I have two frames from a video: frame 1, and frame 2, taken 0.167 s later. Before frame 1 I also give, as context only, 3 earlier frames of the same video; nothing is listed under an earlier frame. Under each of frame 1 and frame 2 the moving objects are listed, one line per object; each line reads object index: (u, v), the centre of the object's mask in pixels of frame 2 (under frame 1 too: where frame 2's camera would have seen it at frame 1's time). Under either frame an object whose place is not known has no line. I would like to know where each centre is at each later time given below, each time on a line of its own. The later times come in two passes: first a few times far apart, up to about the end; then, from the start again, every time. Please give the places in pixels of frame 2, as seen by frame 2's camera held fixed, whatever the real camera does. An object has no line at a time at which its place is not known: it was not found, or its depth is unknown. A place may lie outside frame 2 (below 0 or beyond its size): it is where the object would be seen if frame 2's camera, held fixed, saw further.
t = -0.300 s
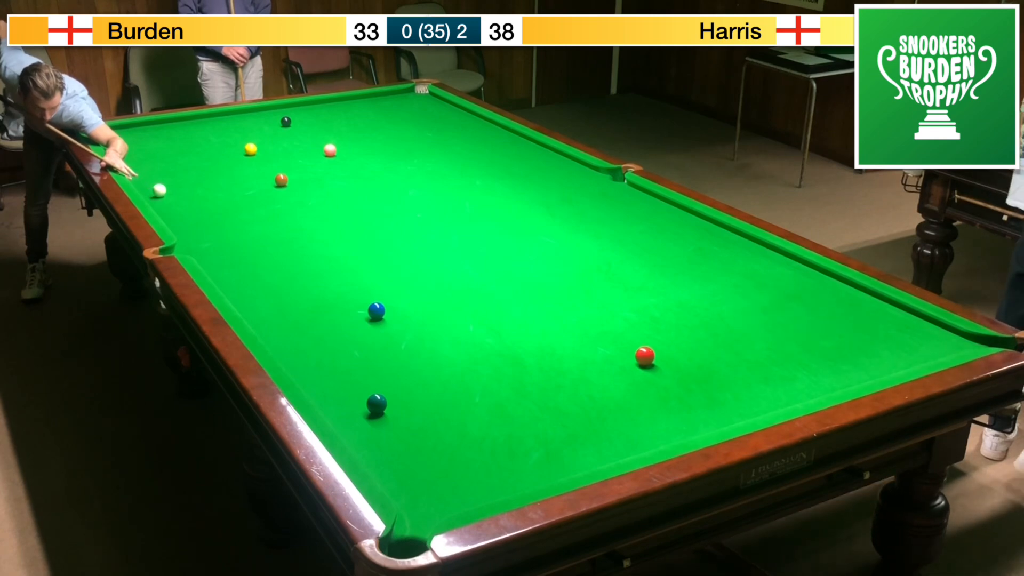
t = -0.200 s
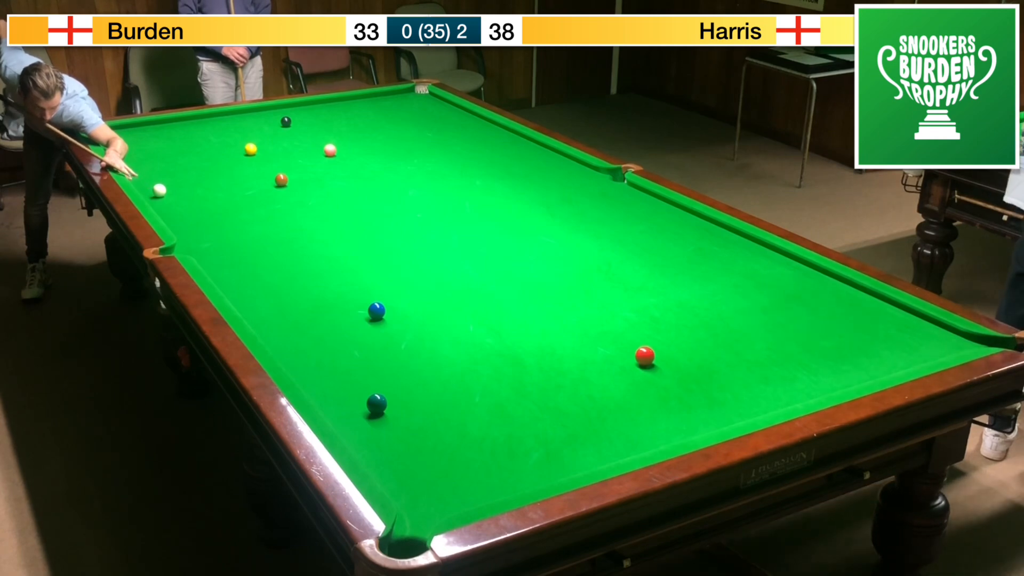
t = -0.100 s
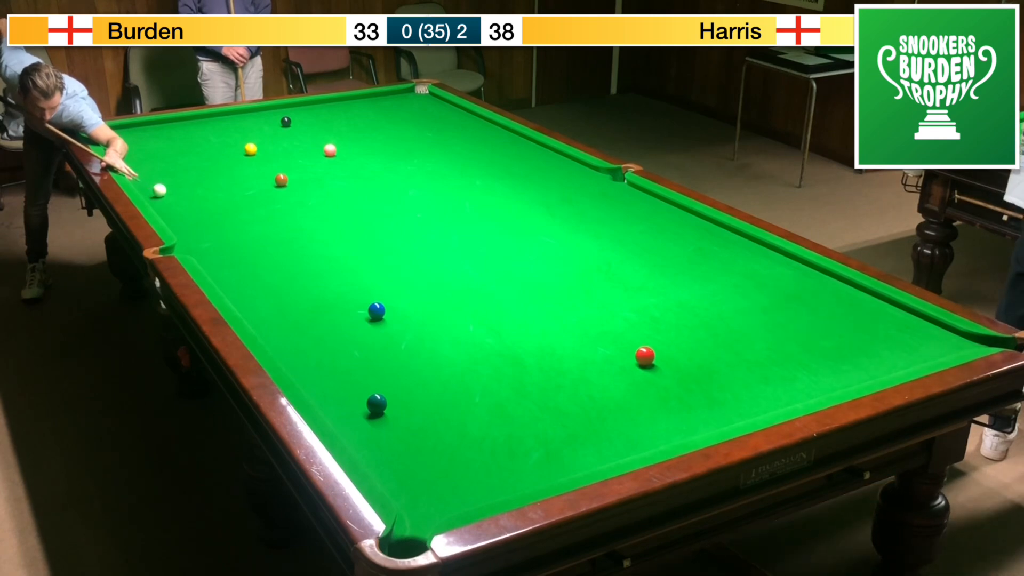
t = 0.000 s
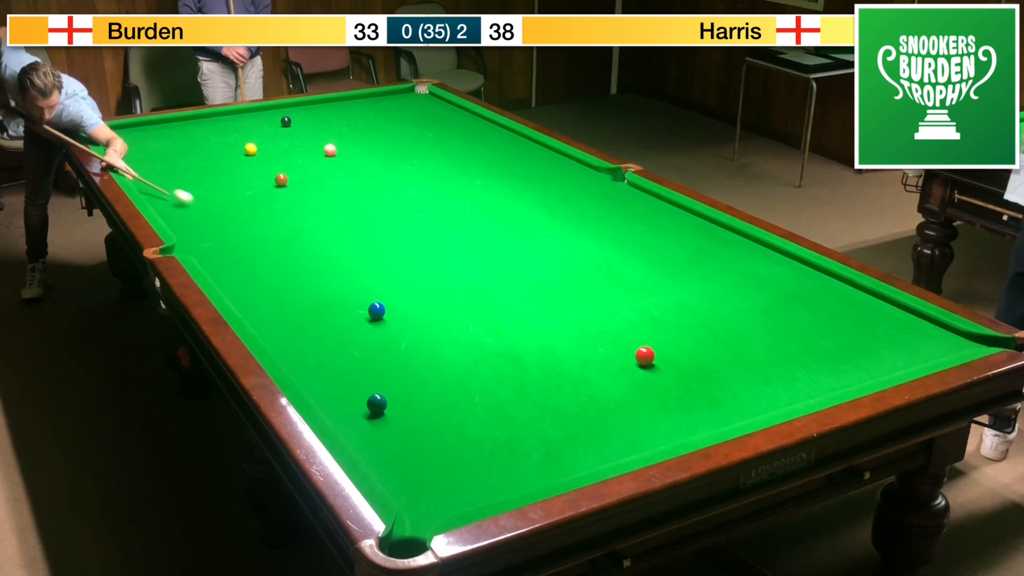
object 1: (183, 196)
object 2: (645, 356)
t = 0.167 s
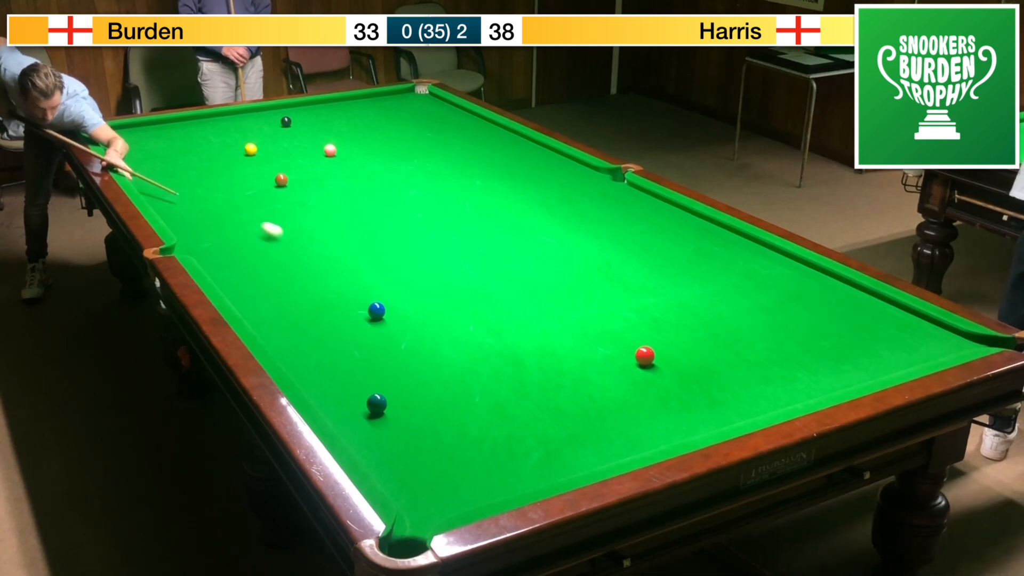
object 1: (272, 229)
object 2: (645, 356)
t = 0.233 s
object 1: (308, 243)
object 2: (645, 356)
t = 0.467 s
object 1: (435, 288)
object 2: (645, 356)
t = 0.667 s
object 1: (546, 328)
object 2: (645, 356)
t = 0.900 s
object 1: (675, 389)
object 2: (668, 351)
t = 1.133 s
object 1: (681, 383)
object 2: (708, 343)
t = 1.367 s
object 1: (624, 337)
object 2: (745, 336)
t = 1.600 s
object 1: (577, 299)
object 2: (778, 329)
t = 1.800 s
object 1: (544, 271)
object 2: (803, 323)
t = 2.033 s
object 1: (510, 243)
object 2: (830, 317)
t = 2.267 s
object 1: (480, 219)
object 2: (854, 311)
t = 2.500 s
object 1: (455, 199)
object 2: (875, 306)
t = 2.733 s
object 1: (432, 181)
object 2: (886, 303)
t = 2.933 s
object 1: (415, 167)
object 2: (878, 306)
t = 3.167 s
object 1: (397, 152)
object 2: (869, 309)
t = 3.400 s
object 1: (380, 139)
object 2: (861, 311)
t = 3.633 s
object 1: (365, 127)
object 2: (855, 312)
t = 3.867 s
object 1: (351, 116)
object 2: (851, 313)
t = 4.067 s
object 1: (341, 108)
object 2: (849, 314)
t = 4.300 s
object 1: (330, 99)
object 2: (848, 314)
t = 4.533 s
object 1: (343, 105)
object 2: (848, 314)
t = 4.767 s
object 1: (355, 110)
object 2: (848, 314)
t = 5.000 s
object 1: (367, 116)
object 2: (848, 314)
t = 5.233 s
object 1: (379, 121)
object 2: (848, 314)
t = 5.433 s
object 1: (388, 125)
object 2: (848, 314)
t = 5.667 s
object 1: (399, 130)
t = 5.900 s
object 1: (409, 134)
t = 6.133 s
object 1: (418, 139)
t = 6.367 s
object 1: (427, 142)
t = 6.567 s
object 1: (434, 146)
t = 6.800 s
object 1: (441, 149)
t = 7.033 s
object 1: (448, 153)
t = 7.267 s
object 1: (454, 156)
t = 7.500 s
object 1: (460, 158)
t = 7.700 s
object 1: (464, 160)
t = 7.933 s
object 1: (468, 162)
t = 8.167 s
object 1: (471, 164)
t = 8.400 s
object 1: (473, 165)
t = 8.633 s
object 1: (474, 166)
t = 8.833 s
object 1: (475, 166)
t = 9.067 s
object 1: (475, 166)
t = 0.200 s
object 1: (290, 236)
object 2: (645, 356)
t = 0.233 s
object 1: (308, 243)
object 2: (645, 356)
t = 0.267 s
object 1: (326, 249)
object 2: (645, 356)
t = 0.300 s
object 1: (345, 256)
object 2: (645, 356)
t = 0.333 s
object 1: (363, 262)
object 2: (645, 356)
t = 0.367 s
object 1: (381, 269)
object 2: (645, 356)
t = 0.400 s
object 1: (399, 275)
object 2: (645, 356)
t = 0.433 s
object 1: (417, 282)
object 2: (645, 356)
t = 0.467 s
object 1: (435, 288)
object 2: (645, 356)
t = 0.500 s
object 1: (453, 295)
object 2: (645, 356)
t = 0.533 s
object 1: (471, 301)
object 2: (645, 356)
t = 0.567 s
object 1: (489, 307)
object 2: (645, 356)
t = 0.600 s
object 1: (507, 314)
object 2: (645, 356)
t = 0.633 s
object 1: (526, 321)
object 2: (645, 356)
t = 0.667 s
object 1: (546, 328)
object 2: (645, 356)
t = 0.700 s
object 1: (566, 335)
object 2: (645, 356)
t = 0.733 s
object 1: (587, 343)
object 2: (645, 356)
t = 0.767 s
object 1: (608, 350)
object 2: (645, 356)
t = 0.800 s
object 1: (628, 359)
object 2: (647, 356)
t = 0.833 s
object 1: (643, 368)
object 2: (654, 354)
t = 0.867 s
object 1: (658, 378)
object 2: (661, 353)
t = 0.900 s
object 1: (675, 389)
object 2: (668, 351)
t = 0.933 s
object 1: (693, 399)
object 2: (674, 350)
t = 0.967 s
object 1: (711, 410)
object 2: (680, 349)
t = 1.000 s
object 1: (727, 418)
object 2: (685, 348)
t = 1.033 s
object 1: (716, 411)
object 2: (691, 347)
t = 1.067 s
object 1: (703, 401)
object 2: (697, 346)
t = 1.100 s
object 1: (691, 392)
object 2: (703, 344)
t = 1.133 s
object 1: (681, 383)
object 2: (708, 343)
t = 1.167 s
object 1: (671, 376)
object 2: (714, 342)
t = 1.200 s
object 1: (662, 369)
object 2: (719, 341)
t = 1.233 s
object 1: (654, 362)
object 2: (724, 340)
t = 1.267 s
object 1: (646, 355)
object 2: (730, 339)
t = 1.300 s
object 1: (639, 349)
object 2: (735, 338)
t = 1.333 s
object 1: (631, 343)
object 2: (740, 337)
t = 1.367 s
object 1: (624, 337)
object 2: (745, 336)
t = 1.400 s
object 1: (617, 331)
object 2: (750, 335)
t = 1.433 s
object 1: (610, 325)
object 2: (755, 334)
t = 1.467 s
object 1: (603, 320)
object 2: (760, 333)
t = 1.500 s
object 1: (596, 314)
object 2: (764, 332)
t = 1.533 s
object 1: (590, 309)
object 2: (769, 331)
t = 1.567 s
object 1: (583, 304)
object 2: (774, 330)
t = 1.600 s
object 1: (577, 299)
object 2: (778, 329)
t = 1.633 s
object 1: (571, 294)
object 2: (782, 328)
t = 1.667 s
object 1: (566, 289)
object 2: (787, 327)
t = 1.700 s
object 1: (560, 285)
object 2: (791, 326)
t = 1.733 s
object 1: (554, 280)
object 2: (795, 325)
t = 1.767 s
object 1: (549, 276)
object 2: (799, 324)
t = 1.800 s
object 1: (544, 271)
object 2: (803, 323)
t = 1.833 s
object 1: (538, 267)
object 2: (807, 322)
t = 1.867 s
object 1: (533, 263)
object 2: (811, 321)
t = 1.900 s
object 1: (529, 259)
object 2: (815, 320)
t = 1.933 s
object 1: (524, 255)
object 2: (819, 319)
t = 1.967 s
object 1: (519, 251)
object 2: (823, 319)
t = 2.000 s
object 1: (514, 247)
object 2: (827, 318)
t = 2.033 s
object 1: (510, 243)
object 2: (830, 317)
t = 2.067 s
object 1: (505, 240)
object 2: (834, 316)
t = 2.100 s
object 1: (501, 236)
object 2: (837, 315)
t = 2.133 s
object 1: (497, 233)
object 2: (841, 315)
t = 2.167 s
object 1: (493, 229)
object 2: (844, 314)
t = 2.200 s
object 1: (488, 226)
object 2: (847, 313)
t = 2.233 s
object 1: (485, 223)
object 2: (851, 312)
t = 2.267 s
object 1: (480, 219)
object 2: (854, 311)
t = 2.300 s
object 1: (477, 216)
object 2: (857, 311)
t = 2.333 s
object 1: (473, 213)
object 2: (860, 310)
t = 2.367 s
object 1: (469, 210)
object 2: (863, 309)
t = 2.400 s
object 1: (465, 207)
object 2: (866, 308)
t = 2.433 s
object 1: (462, 205)
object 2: (869, 308)
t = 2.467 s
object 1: (458, 201)
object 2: (872, 307)
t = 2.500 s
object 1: (455, 199)
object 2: (875, 306)
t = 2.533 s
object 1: (451, 196)
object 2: (878, 305)
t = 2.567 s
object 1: (448, 193)
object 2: (881, 304)
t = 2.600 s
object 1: (445, 191)
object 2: (883, 304)
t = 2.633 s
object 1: (442, 188)
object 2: (886, 303)
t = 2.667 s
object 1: (438, 186)
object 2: (888, 303)
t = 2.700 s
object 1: (435, 183)
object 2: (887, 303)
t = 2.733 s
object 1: (432, 181)
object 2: (886, 303)
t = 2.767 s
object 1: (429, 178)
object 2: (884, 304)
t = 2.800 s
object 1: (426, 176)
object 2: (883, 304)
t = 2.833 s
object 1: (423, 173)
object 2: (882, 304)
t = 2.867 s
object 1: (421, 171)
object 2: (880, 305)
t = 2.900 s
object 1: (418, 169)
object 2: (879, 306)
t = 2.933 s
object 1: (415, 167)
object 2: (878, 306)
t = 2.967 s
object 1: (412, 164)
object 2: (876, 307)
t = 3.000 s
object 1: (410, 162)
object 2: (875, 307)
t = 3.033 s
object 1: (407, 160)
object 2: (873, 307)
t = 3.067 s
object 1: (404, 158)
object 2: (872, 308)
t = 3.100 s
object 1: (402, 156)
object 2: (871, 308)
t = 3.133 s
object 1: (399, 154)
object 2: (870, 308)
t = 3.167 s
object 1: (397, 152)
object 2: (869, 309)
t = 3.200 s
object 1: (394, 150)
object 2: (868, 309)
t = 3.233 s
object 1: (392, 148)
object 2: (866, 309)
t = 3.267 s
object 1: (389, 146)
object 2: (865, 309)
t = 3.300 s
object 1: (387, 144)
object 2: (864, 310)
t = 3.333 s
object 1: (384, 142)
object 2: (863, 310)
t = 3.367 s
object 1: (382, 140)
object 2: (862, 310)
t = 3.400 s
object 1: (380, 139)
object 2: (861, 311)
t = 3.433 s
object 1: (378, 137)
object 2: (860, 311)
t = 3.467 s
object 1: (376, 135)
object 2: (859, 311)
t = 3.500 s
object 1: (373, 134)
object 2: (858, 311)
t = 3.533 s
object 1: (371, 132)
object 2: (857, 312)
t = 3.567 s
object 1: (369, 130)
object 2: (857, 312)
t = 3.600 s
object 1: (367, 129)
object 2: (856, 312)
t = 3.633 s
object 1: (365, 127)
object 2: (855, 312)
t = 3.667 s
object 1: (363, 125)
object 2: (855, 312)
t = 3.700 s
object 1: (361, 124)
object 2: (854, 312)
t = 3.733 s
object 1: (359, 122)
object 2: (853, 312)
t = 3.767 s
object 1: (357, 121)
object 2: (852, 313)
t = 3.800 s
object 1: (355, 119)
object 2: (852, 313)
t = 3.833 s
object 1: (353, 118)
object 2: (851, 313)
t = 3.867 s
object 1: (351, 116)
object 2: (851, 313)
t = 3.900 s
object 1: (350, 115)
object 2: (850, 313)
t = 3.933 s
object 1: (348, 113)
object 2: (850, 313)
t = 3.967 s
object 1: (346, 112)
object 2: (849, 313)
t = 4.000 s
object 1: (344, 110)
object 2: (849, 313)
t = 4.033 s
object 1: (342, 109)
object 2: (849, 314)
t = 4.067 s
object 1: (341, 108)
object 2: (849, 314)
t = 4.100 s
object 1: (339, 106)
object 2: (848, 314)
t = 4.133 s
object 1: (338, 105)
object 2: (848, 314)
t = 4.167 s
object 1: (336, 104)
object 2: (848, 314)
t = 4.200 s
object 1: (334, 103)
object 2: (848, 314)
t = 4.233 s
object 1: (333, 101)
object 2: (848, 314)
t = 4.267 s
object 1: (331, 100)
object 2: (848, 314)
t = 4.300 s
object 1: (330, 99)
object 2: (848, 314)
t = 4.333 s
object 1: (332, 100)
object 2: (848, 314)
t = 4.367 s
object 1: (334, 101)
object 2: (848, 314)
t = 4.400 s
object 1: (336, 102)
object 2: (848, 314)
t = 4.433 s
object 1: (338, 103)
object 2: (848, 314)
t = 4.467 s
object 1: (340, 103)
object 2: (848, 314)
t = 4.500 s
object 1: (341, 104)
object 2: (848, 314)
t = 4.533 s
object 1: (343, 105)
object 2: (848, 314)
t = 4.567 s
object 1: (345, 106)
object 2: (848, 314)
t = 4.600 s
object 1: (347, 107)
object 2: (848, 314)
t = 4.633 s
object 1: (348, 108)
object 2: (848, 314)
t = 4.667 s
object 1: (350, 108)
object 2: (848, 314)
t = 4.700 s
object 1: (352, 109)
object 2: (848, 314)
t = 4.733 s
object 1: (354, 110)
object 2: (848, 314)
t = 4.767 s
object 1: (355, 110)
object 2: (848, 314)
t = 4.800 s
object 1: (357, 111)
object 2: (848, 314)
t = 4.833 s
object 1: (359, 112)
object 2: (848, 314)
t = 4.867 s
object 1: (361, 113)
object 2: (848, 314)
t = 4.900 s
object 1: (362, 113)
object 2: (848, 314)
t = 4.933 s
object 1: (364, 114)
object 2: (848, 314)
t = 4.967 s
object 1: (365, 115)
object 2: (848, 314)
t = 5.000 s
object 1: (367, 116)
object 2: (848, 314)
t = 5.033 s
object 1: (369, 116)
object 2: (848, 314)
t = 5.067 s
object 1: (370, 117)
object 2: (848, 314)
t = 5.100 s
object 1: (372, 118)
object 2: (848, 314)
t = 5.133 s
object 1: (374, 119)
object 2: (848, 314)
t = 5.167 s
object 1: (375, 119)
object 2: (848, 314)
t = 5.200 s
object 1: (377, 120)
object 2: (848, 314)
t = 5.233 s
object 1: (379, 121)
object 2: (848, 314)
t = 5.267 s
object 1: (380, 121)
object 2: (848, 314)
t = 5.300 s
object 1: (382, 122)
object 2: (848, 314)
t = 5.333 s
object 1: (383, 123)
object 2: (848, 314)
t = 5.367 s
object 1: (385, 124)
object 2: (848, 314)
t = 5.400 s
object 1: (386, 124)
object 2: (848, 314)
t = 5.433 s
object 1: (388, 125)
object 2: (848, 314)
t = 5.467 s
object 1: (390, 126)
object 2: (848, 314)
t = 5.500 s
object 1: (391, 126)
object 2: (848, 314)
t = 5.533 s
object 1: (393, 127)
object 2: (848, 314)
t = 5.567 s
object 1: (394, 128)
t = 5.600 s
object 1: (396, 128)
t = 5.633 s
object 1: (398, 129)
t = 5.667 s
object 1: (399, 130)
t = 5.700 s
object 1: (400, 130)
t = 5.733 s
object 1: (402, 131)
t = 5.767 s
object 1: (403, 132)
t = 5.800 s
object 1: (404, 132)
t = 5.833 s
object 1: (406, 133)
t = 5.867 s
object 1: (407, 134)
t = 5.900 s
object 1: (409, 134)
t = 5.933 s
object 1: (410, 135)
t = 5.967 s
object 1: (412, 136)
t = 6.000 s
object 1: (413, 136)
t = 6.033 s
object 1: (415, 136)
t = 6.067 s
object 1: (416, 137)
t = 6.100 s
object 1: (417, 138)
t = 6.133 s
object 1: (418, 139)
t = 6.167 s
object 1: (420, 139)
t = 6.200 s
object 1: (421, 140)
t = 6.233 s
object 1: (422, 140)
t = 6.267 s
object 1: (423, 141)
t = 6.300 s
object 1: (425, 141)
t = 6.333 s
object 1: (426, 142)
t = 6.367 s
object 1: (427, 142)
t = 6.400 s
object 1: (428, 143)
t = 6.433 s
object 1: (429, 144)
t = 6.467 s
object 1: (431, 144)
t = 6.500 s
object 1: (432, 145)
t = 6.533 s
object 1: (433, 145)
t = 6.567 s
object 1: (434, 146)
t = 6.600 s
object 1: (435, 146)
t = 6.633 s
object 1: (436, 147)
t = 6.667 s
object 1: (437, 147)
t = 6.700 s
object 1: (438, 148)
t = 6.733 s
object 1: (439, 148)
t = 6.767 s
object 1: (440, 149)
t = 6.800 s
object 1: (441, 149)
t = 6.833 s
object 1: (442, 150)
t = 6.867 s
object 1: (443, 150)
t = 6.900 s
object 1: (444, 151)
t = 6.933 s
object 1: (445, 151)
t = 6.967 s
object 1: (446, 152)
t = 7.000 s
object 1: (447, 152)
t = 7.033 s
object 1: (448, 153)
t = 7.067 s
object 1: (449, 153)
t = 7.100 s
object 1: (450, 153)
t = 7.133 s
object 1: (451, 154)
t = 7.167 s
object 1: (452, 154)
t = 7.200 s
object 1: (452, 155)
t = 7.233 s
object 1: (453, 155)
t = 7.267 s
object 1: (454, 156)
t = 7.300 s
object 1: (455, 156)
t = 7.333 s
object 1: (456, 156)
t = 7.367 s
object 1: (457, 157)
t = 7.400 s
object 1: (457, 157)
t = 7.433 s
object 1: (458, 157)
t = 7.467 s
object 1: (459, 157)
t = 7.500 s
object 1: (460, 158)
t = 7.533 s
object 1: (460, 158)
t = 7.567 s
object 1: (461, 159)
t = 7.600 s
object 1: (462, 159)
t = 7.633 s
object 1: (462, 160)
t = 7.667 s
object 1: (463, 160)
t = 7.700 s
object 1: (464, 160)
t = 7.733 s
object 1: (464, 160)
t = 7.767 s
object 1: (465, 161)
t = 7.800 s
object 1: (465, 161)
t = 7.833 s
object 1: (466, 161)
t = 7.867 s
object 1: (467, 161)
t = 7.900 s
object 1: (467, 162)
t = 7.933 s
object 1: (468, 162)
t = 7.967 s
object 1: (468, 162)
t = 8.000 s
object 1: (468, 163)
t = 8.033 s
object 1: (469, 163)
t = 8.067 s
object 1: (469, 163)
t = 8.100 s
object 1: (470, 163)
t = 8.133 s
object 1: (470, 163)
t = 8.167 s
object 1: (471, 164)
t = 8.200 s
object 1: (471, 164)
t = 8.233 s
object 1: (471, 164)
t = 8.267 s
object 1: (472, 164)
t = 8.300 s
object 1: (472, 164)
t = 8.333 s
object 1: (472, 164)
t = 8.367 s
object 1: (473, 165)
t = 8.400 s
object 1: (473, 165)
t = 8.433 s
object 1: (473, 165)
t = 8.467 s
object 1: (474, 165)
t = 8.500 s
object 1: (473, 165)
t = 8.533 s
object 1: (474, 165)
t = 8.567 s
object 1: (474, 165)
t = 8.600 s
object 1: (474, 165)
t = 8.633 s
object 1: (474, 166)
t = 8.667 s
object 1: (474, 165)
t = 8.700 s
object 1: (474, 165)
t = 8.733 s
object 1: (475, 166)
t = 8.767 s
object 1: (475, 166)
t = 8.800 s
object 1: (475, 166)
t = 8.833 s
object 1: (475, 166)
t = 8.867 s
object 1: (475, 166)
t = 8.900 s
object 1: (475, 166)
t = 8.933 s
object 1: (475, 166)
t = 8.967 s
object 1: (475, 166)
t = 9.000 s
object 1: (475, 166)
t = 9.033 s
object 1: (475, 166)
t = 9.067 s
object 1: (475, 166)
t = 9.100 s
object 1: (475, 166)
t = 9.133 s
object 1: (475, 166)
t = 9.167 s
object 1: (475, 166)
